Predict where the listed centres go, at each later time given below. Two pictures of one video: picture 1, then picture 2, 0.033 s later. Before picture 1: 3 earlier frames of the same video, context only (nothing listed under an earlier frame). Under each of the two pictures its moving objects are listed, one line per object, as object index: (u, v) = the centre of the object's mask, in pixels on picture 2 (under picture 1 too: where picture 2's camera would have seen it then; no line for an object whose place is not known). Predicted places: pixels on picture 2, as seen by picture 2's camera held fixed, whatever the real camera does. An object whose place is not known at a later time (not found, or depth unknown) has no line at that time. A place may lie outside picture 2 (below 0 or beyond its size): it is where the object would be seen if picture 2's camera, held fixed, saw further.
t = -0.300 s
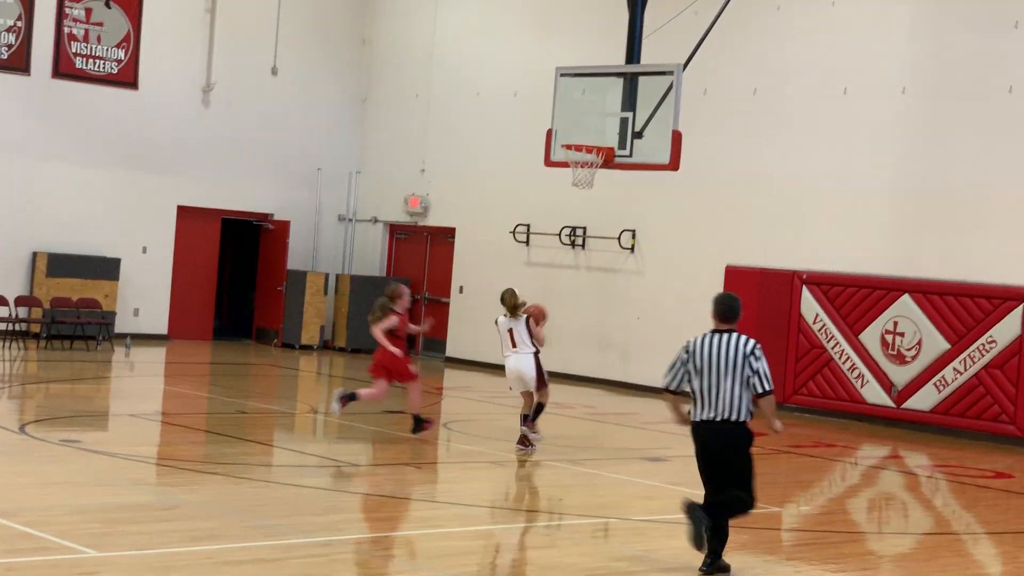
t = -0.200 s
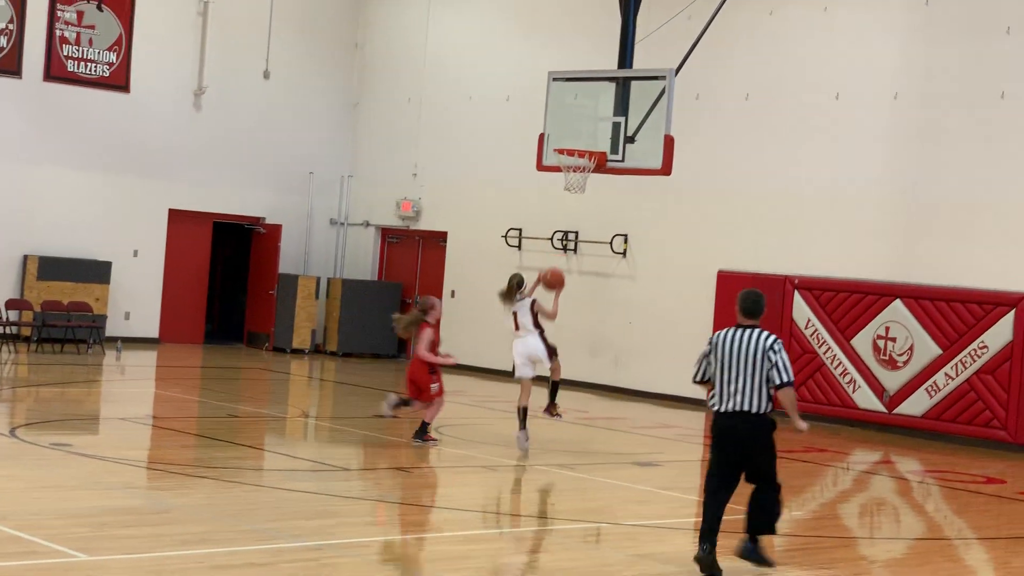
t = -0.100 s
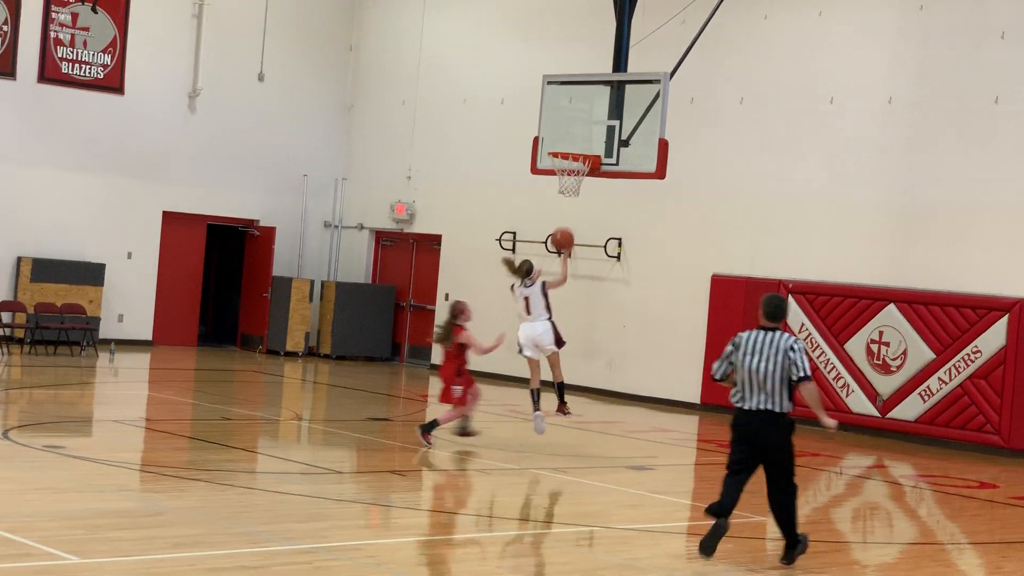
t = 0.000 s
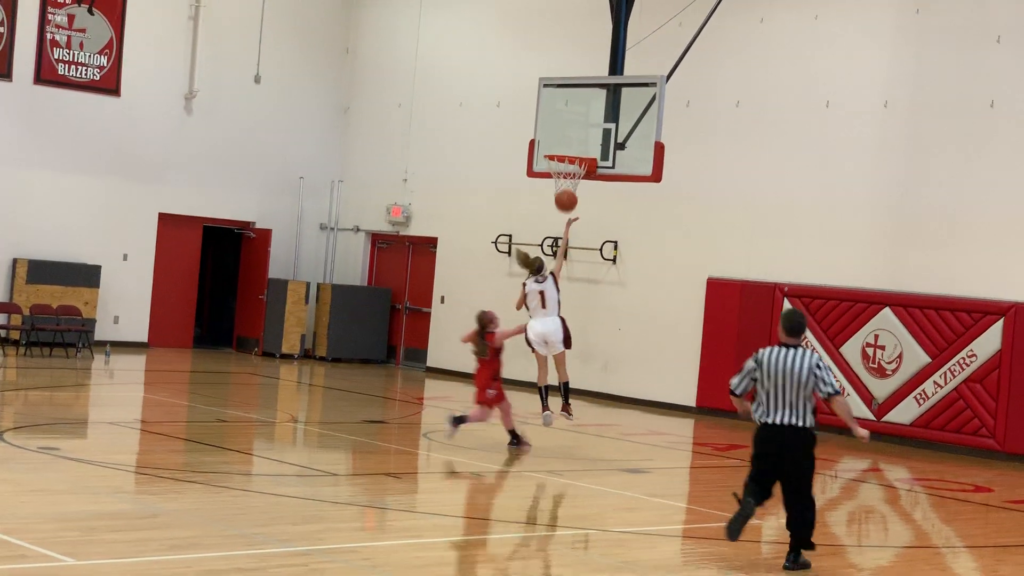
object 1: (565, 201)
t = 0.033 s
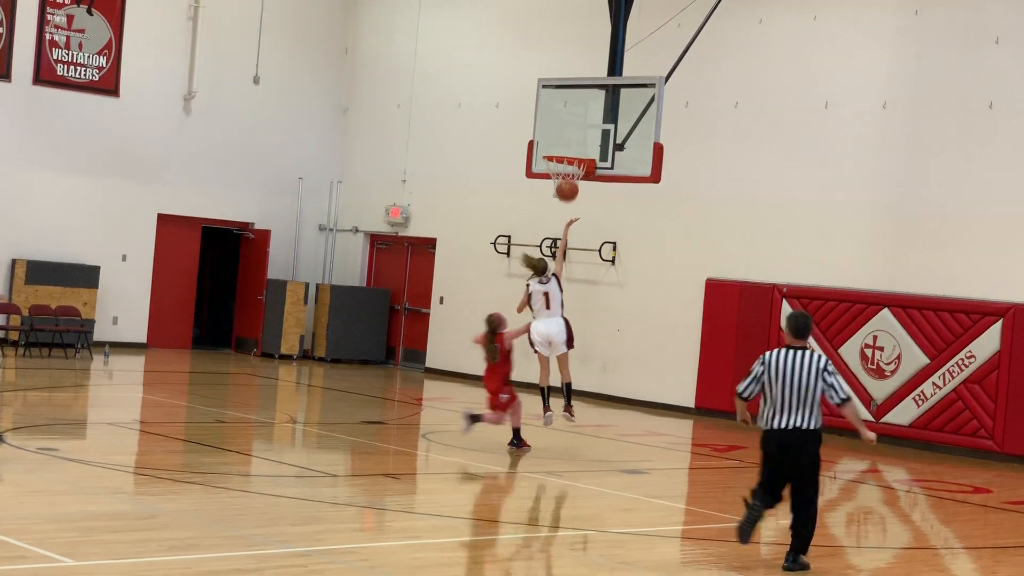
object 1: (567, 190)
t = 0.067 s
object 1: (570, 180)
